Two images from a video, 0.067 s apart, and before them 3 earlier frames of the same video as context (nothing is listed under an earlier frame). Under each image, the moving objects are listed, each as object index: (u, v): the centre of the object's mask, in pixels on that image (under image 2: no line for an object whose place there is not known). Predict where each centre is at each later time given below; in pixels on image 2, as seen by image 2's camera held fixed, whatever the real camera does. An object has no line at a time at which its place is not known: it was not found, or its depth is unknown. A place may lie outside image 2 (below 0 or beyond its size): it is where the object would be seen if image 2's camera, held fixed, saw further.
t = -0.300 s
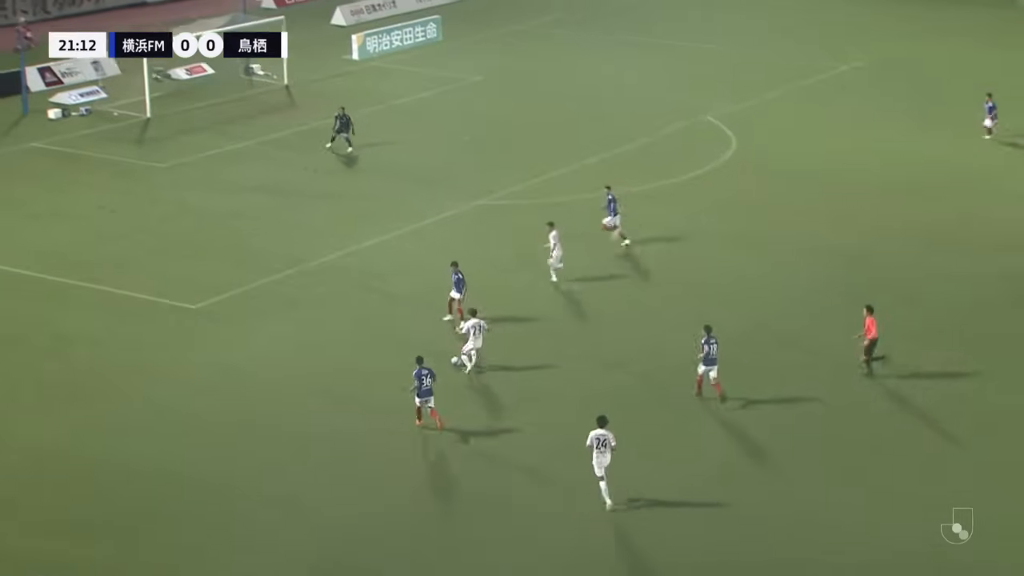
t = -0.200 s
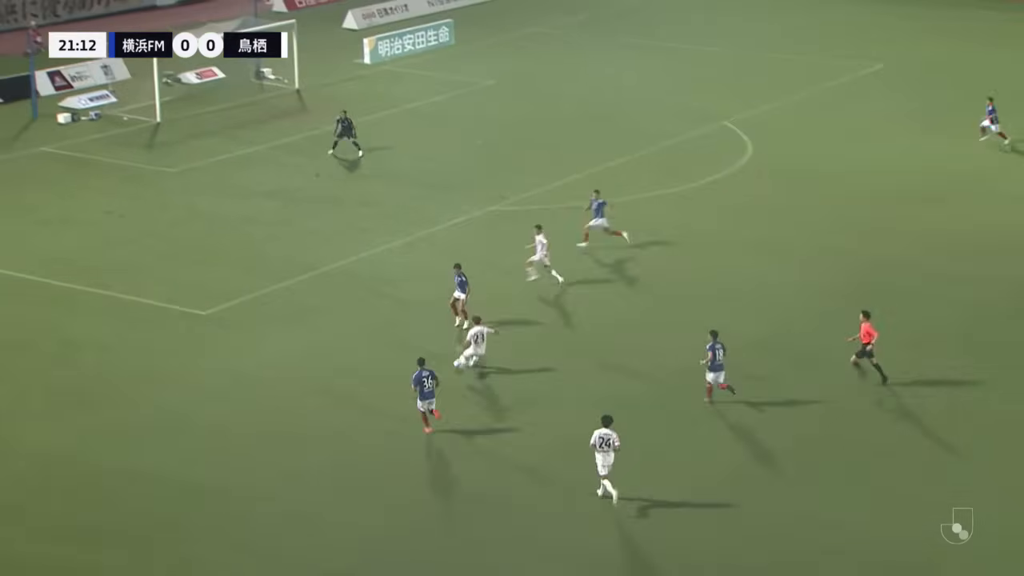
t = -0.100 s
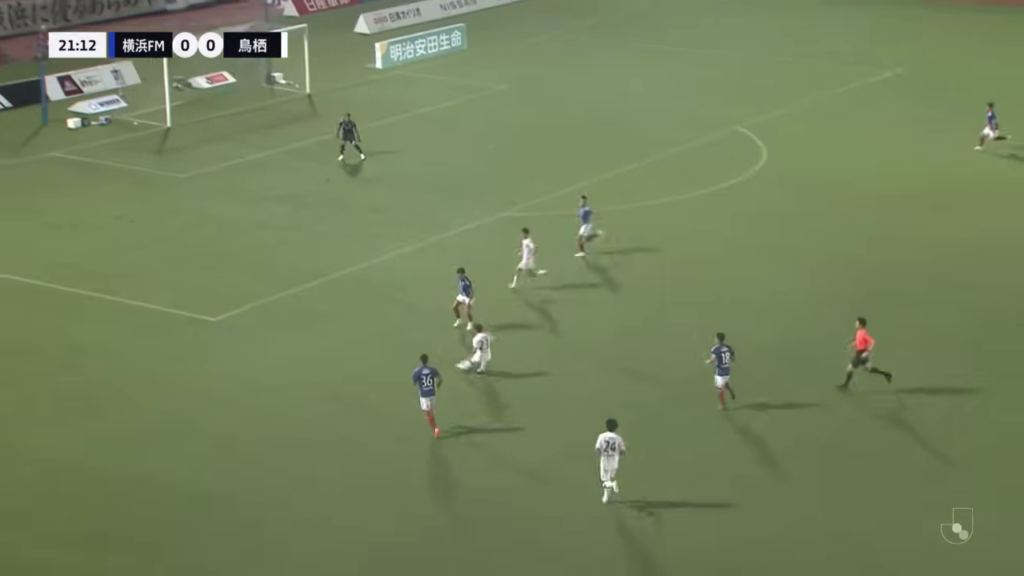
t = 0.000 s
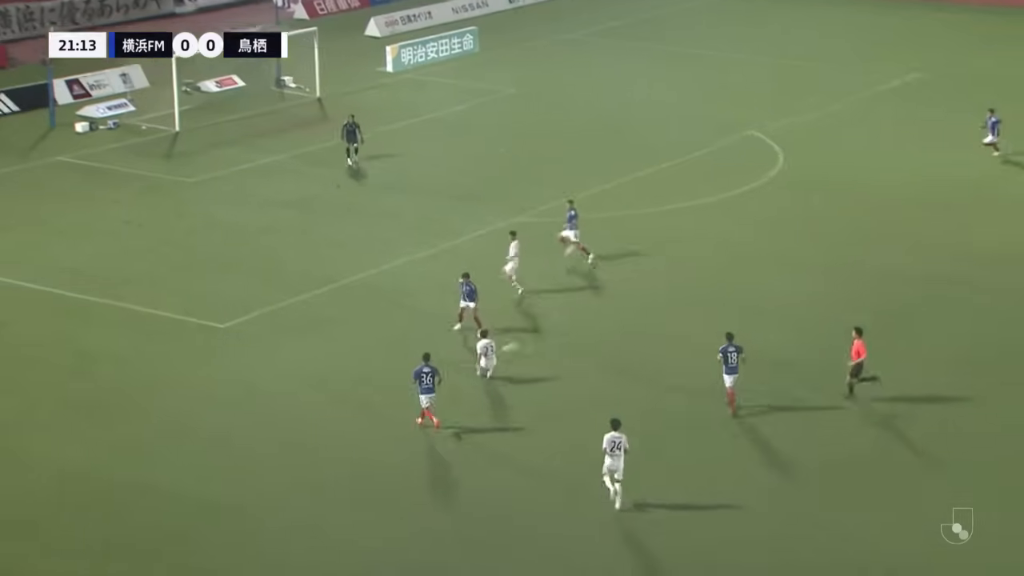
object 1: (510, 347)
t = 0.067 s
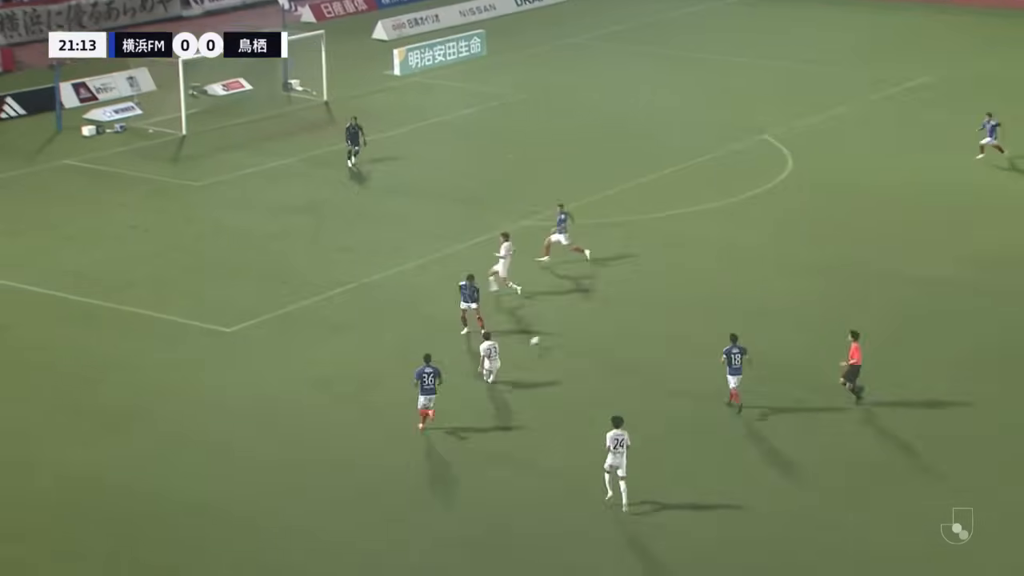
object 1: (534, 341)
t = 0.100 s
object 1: (545, 335)
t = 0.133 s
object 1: (556, 330)
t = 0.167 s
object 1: (564, 328)
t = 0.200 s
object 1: (573, 322)
